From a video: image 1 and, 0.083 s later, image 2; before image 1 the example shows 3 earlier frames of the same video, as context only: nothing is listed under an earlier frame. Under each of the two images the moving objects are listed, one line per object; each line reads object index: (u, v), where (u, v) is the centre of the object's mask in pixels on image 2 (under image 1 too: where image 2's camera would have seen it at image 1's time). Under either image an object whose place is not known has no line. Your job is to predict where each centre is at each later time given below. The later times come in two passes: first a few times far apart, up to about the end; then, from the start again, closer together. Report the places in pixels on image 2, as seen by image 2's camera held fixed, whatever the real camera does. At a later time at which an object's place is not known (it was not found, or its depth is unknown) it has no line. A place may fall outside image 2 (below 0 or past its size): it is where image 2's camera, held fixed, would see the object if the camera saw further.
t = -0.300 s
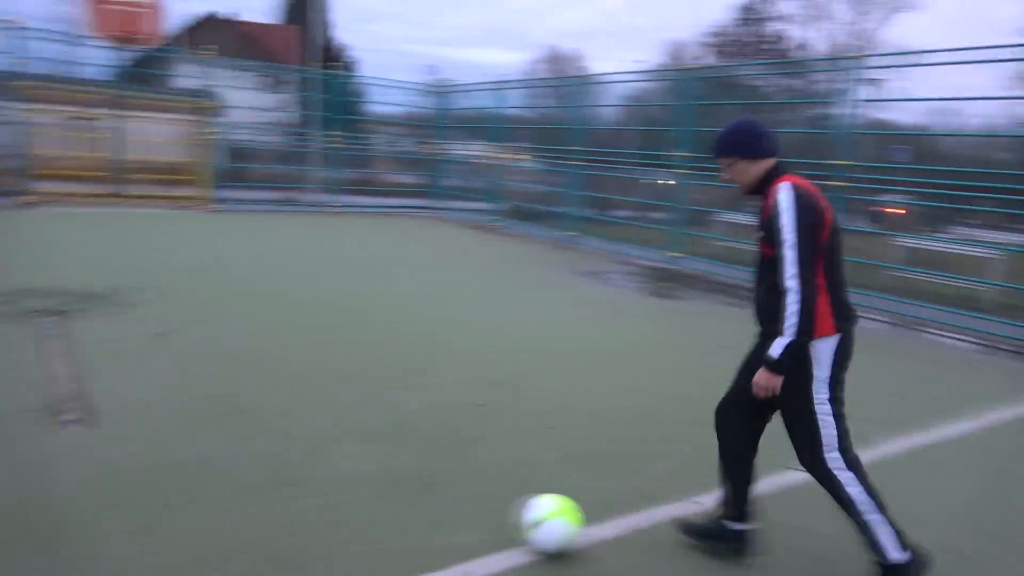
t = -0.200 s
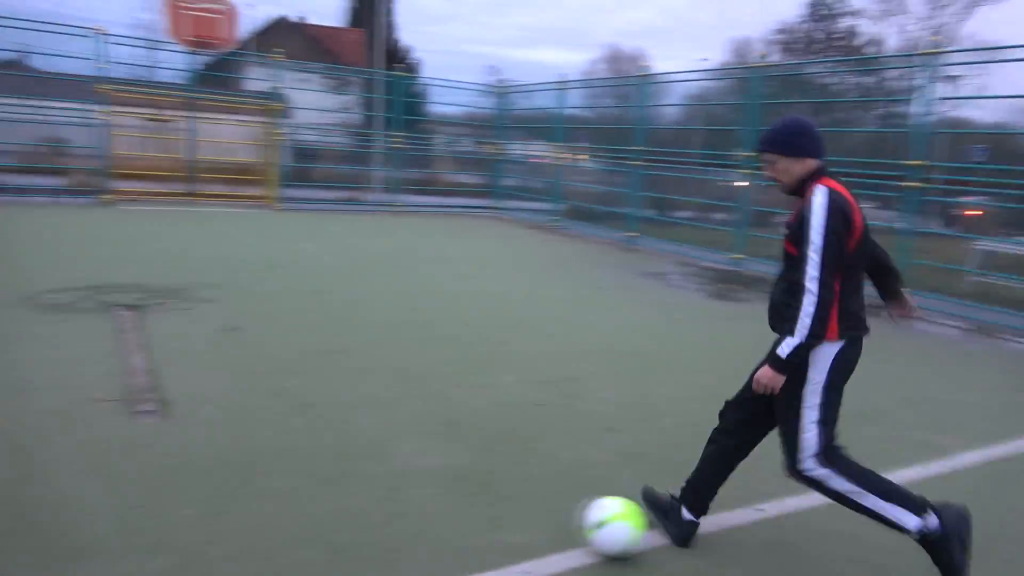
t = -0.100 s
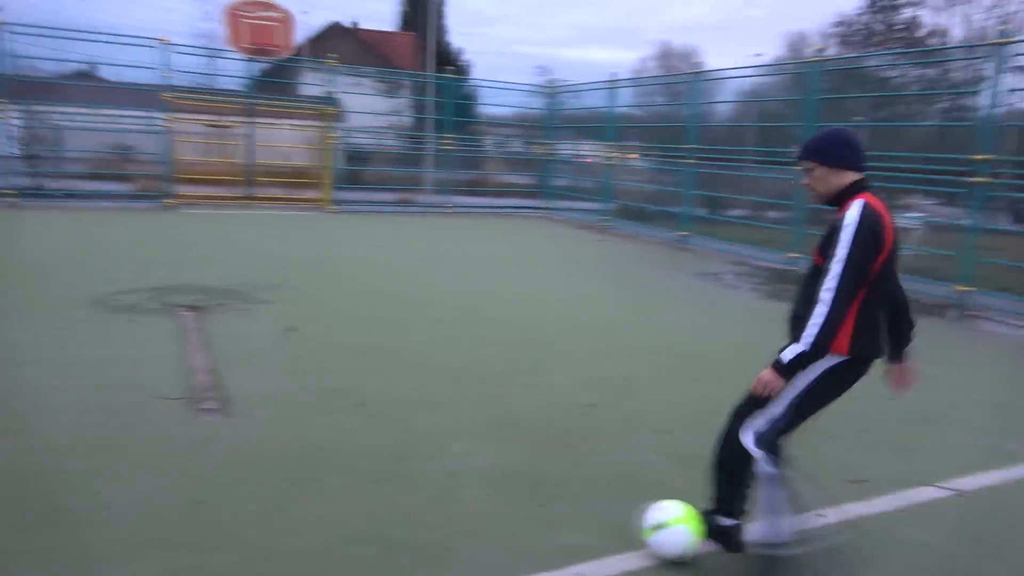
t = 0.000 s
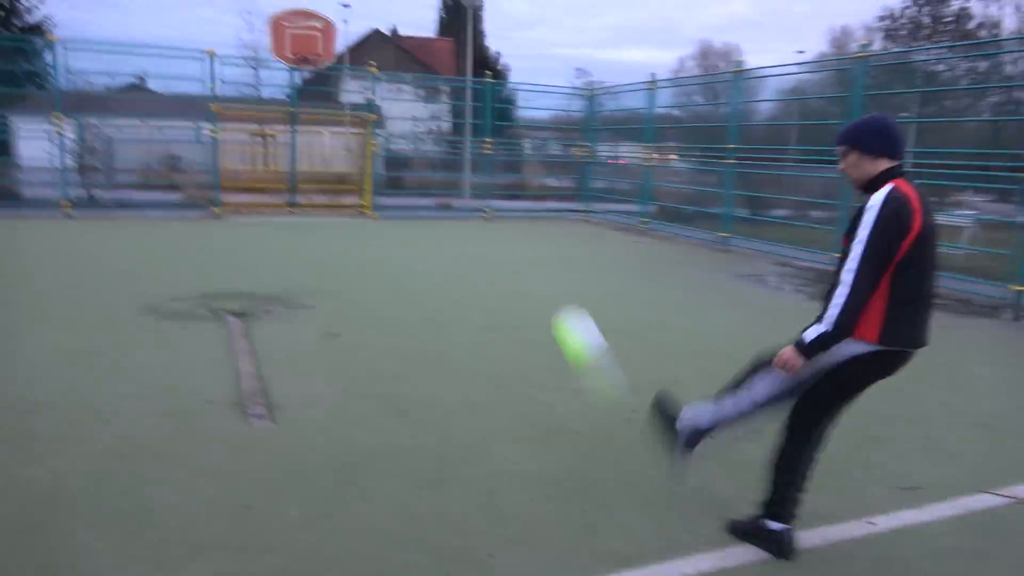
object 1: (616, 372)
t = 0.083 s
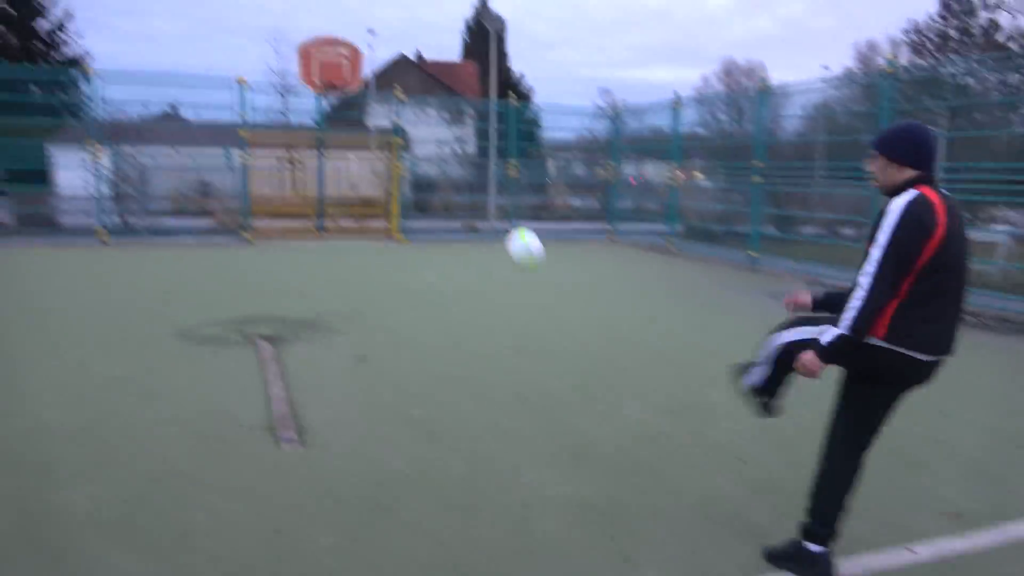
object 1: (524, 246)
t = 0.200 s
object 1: (454, 161)
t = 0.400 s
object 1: (397, 108)
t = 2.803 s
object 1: (463, 231)
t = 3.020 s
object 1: (487, 273)
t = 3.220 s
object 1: (512, 275)
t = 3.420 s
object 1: (539, 279)
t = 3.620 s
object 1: (570, 315)
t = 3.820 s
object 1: (609, 314)
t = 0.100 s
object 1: (510, 227)
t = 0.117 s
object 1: (498, 214)
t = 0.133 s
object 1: (490, 203)
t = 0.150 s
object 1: (482, 192)
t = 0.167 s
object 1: (472, 182)
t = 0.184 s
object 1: (462, 171)
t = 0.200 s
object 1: (454, 161)
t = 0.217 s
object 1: (446, 153)
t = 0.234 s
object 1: (441, 146)
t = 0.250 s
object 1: (436, 140)
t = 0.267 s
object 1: (430, 136)
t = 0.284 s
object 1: (424, 131)
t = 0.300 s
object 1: (418, 126)
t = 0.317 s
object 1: (414, 122)
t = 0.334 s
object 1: (410, 119)
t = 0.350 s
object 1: (407, 116)
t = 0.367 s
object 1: (404, 113)
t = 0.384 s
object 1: (400, 110)
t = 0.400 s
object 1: (397, 108)
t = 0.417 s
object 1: (394, 107)
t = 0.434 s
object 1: (391, 104)
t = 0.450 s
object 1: (390, 104)
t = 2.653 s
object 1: (445, 226)
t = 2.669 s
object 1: (448, 226)
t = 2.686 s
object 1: (450, 226)
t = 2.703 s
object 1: (452, 226)
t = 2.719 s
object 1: (454, 226)
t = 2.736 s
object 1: (456, 227)
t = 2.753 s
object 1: (458, 227)
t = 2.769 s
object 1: (459, 228)
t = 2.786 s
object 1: (461, 229)
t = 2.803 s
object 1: (463, 231)
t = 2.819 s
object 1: (465, 232)
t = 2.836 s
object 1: (467, 234)
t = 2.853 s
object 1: (468, 236)
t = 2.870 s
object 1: (470, 238)
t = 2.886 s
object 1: (472, 240)
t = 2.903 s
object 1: (474, 244)
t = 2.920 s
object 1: (476, 247)
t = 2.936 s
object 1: (477, 250)
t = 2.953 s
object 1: (479, 254)
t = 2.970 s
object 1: (481, 258)
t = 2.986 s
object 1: (482, 263)
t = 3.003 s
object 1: (484, 268)
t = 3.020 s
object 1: (487, 273)
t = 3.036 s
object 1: (489, 277)
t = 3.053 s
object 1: (491, 283)
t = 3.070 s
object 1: (492, 289)
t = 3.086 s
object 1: (495, 292)
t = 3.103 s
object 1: (497, 289)
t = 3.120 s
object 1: (499, 285)
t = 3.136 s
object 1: (501, 283)
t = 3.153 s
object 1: (503, 281)
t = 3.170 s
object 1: (505, 280)
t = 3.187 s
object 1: (507, 278)
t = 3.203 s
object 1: (509, 276)
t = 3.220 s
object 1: (512, 275)
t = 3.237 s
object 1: (514, 273)
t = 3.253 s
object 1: (516, 273)
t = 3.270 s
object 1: (518, 272)
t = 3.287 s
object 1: (520, 272)
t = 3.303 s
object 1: (523, 272)
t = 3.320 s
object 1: (525, 272)
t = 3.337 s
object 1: (527, 273)
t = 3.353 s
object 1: (530, 274)
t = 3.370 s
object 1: (532, 275)
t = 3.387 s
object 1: (534, 276)
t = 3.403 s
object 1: (537, 278)
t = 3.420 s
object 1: (539, 279)
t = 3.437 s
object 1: (542, 281)
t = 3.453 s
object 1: (544, 283)
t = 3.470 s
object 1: (546, 286)
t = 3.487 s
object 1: (549, 288)
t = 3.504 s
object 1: (552, 292)
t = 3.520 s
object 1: (555, 296)
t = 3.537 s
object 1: (557, 300)
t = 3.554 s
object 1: (559, 304)
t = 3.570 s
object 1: (562, 311)
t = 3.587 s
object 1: (565, 314)
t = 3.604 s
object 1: (567, 315)
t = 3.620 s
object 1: (570, 315)
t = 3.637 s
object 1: (573, 312)
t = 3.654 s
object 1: (576, 311)
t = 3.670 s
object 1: (579, 310)
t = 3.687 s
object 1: (582, 309)
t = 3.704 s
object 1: (585, 308)
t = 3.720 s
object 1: (589, 308)
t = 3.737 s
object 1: (592, 308)
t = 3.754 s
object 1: (596, 309)
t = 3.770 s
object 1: (599, 310)
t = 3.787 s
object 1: (602, 311)
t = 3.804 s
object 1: (605, 312)
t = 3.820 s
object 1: (609, 314)
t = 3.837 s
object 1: (613, 316)
